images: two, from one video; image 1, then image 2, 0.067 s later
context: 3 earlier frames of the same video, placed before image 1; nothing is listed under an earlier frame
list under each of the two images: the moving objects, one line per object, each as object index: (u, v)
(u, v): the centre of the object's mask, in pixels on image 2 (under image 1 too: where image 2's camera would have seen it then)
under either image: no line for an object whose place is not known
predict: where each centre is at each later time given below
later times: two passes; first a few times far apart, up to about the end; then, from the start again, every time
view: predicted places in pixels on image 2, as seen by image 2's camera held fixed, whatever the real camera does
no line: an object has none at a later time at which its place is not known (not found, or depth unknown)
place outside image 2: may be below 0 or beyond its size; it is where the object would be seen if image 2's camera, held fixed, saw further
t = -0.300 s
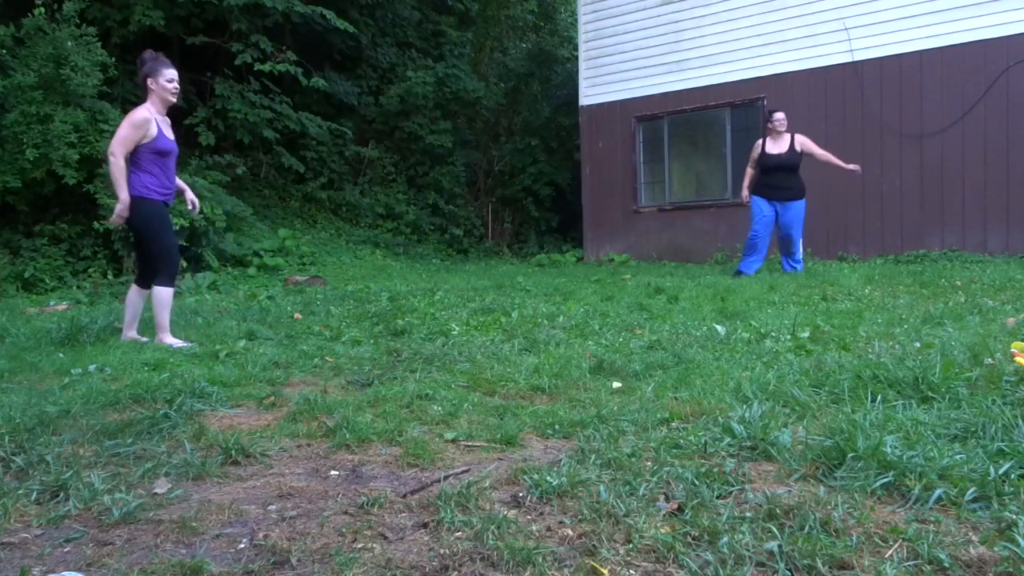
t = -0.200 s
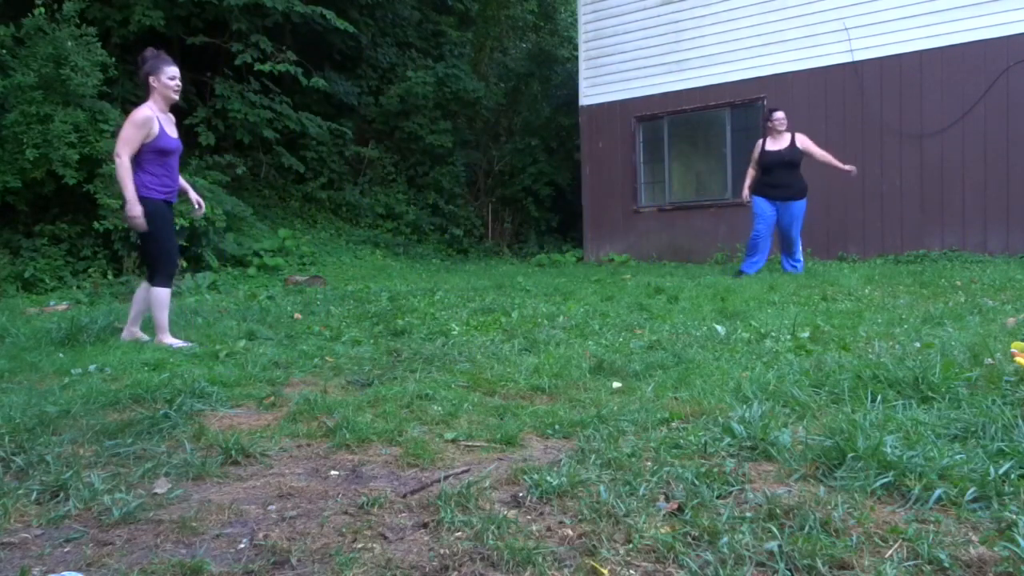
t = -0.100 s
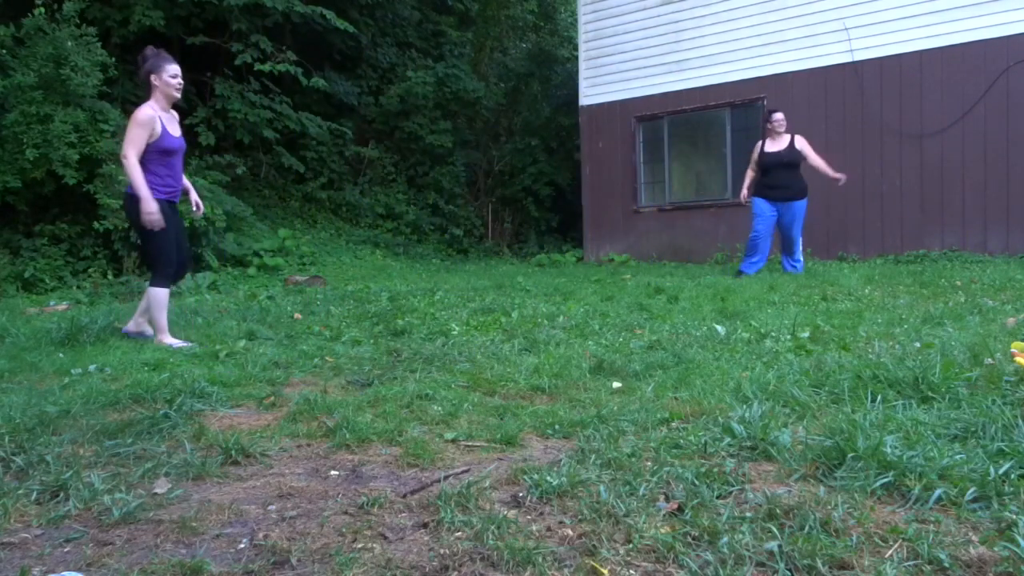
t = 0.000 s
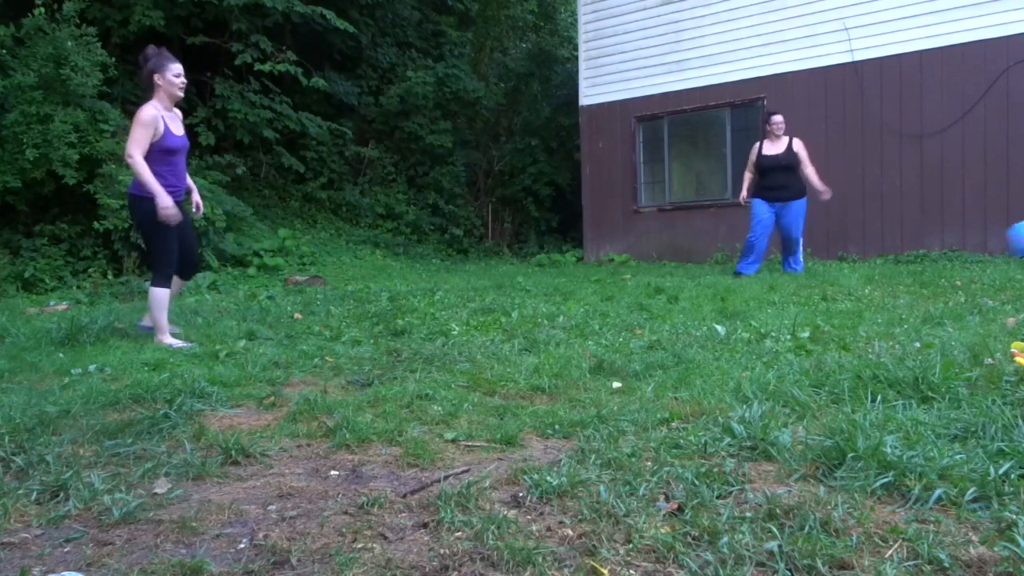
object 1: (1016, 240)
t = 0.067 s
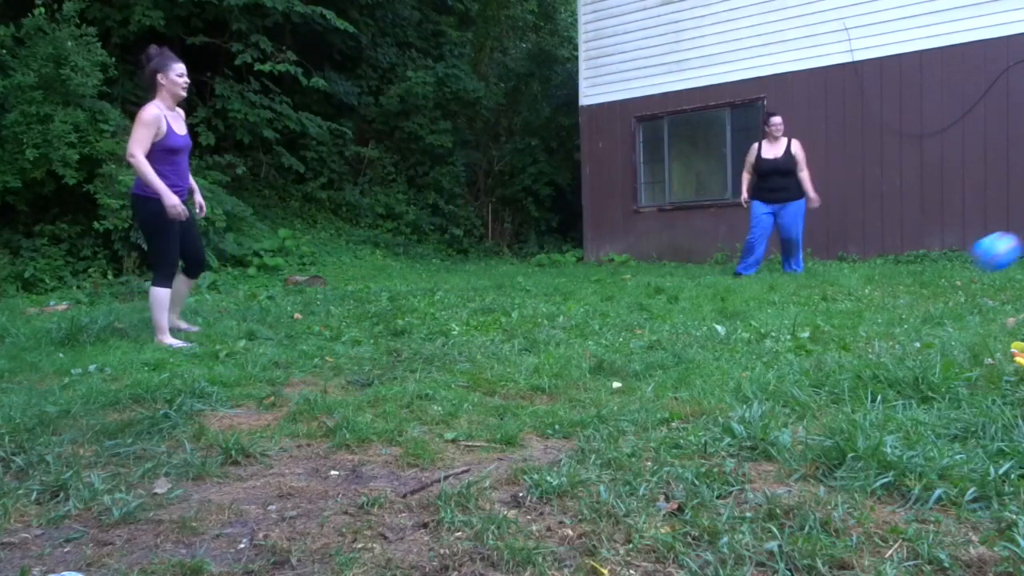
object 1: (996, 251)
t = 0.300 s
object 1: (911, 265)
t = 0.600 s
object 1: (853, 276)
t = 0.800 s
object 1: (819, 273)
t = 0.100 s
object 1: (979, 260)
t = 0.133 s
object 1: (963, 270)
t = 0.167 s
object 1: (948, 279)
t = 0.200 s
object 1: (934, 282)
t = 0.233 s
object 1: (926, 276)
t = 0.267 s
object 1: (918, 270)
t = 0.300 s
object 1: (911, 265)
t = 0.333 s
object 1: (903, 261)
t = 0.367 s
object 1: (897, 259)
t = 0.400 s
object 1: (890, 258)
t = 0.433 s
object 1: (884, 258)
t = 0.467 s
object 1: (877, 260)
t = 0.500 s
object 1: (871, 262)
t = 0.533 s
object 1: (865, 266)
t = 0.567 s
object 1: (859, 271)
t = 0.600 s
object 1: (853, 276)
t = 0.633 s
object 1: (847, 279)
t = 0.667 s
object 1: (841, 278)
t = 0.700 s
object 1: (835, 277)
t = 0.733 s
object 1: (830, 275)
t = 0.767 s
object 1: (824, 274)
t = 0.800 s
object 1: (819, 273)
